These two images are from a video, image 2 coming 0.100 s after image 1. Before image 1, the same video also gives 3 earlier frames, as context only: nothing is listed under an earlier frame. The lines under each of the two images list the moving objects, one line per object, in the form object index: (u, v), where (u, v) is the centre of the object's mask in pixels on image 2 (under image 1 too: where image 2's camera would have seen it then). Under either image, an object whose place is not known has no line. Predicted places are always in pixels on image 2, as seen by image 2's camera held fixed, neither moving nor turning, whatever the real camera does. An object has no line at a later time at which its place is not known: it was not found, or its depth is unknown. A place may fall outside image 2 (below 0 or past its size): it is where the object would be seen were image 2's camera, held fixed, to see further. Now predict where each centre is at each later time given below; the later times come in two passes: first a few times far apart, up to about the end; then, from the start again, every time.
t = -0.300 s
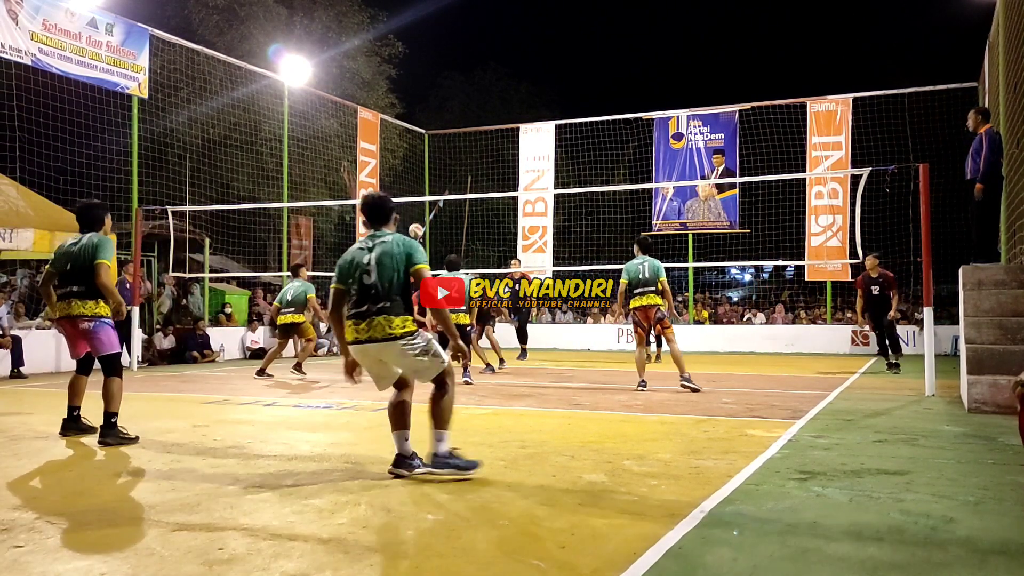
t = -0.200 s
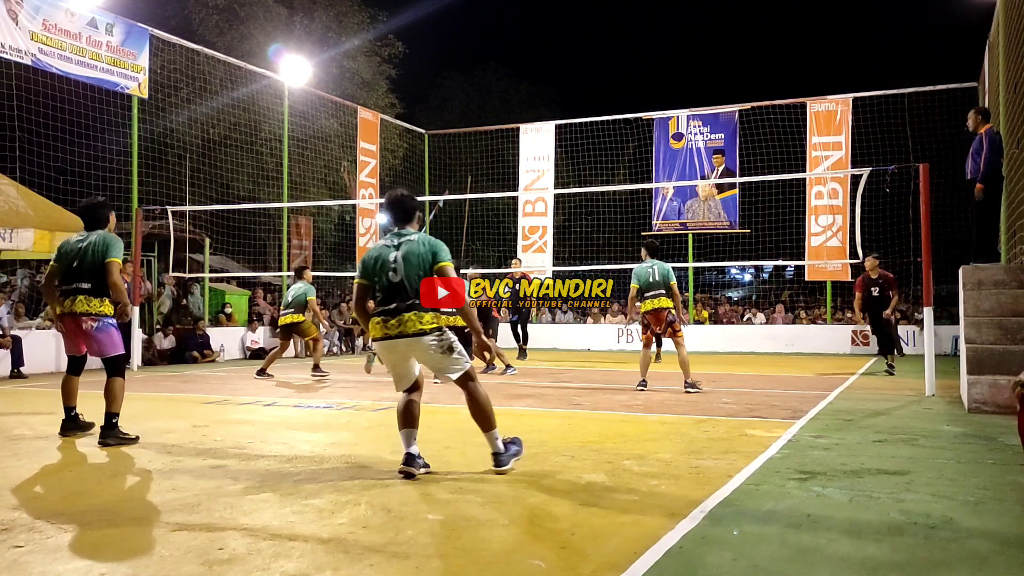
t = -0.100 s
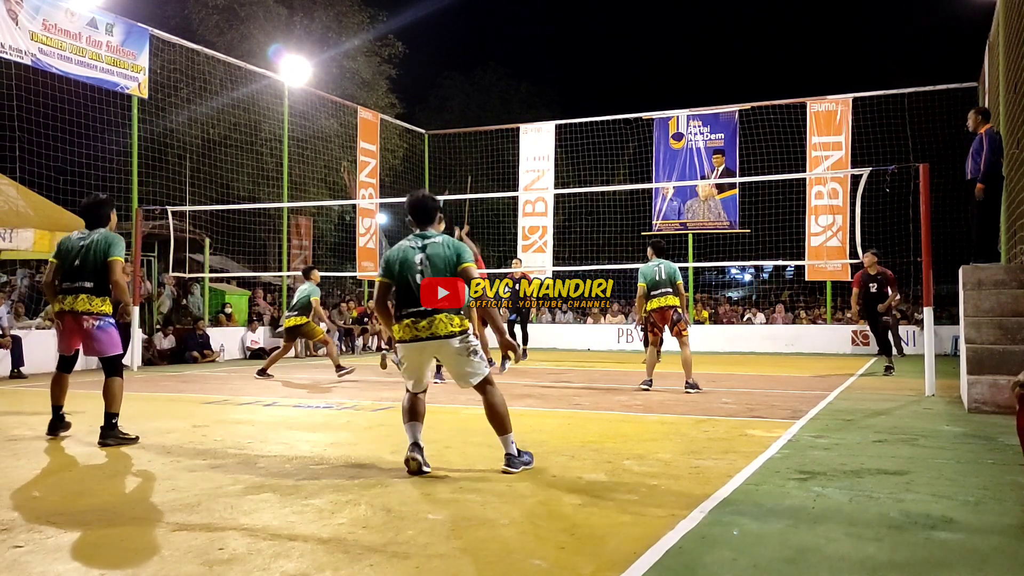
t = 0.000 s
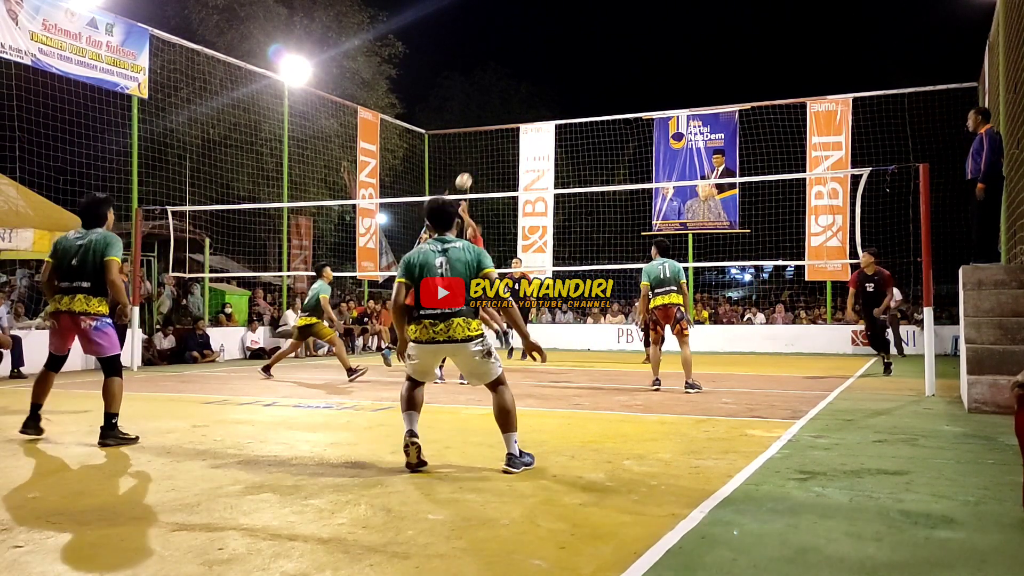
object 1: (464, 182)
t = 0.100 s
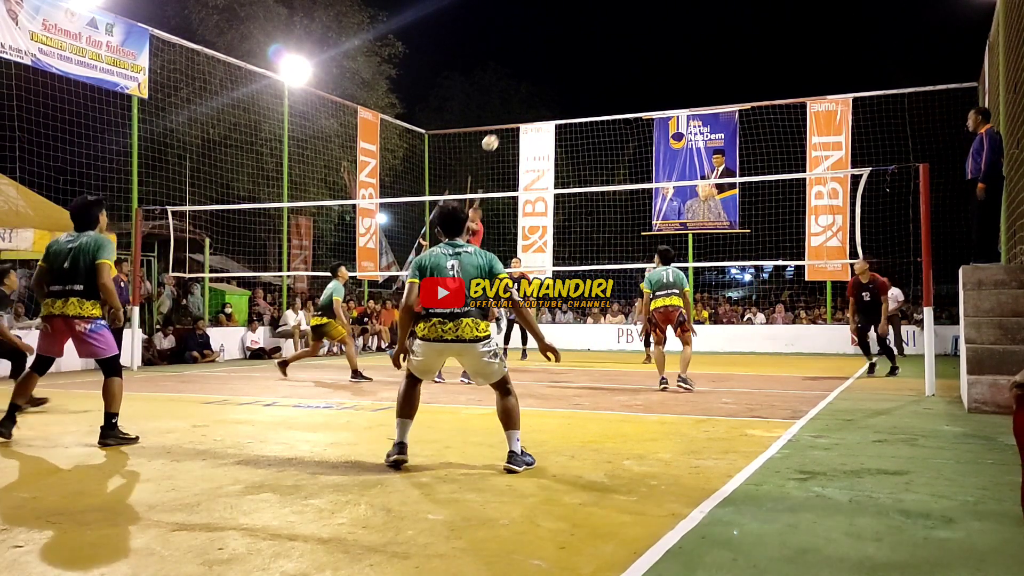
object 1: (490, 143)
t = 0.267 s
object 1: (535, 93)
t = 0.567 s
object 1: (619, 52)
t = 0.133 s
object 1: (499, 131)
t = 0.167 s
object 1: (508, 120)
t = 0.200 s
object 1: (517, 111)
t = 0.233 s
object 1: (526, 101)
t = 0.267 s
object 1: (535, 93)
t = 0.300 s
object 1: (544, 86)
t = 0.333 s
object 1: (554, 79)
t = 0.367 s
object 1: (563, 72)
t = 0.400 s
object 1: (572, 67)
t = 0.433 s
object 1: (581, 62)
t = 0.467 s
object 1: (590, 59)
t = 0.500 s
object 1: (599, 56)
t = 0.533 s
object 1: (609, 54)
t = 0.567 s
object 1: (619, 52)
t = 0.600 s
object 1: (628, 52)
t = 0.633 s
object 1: (637, 52)
